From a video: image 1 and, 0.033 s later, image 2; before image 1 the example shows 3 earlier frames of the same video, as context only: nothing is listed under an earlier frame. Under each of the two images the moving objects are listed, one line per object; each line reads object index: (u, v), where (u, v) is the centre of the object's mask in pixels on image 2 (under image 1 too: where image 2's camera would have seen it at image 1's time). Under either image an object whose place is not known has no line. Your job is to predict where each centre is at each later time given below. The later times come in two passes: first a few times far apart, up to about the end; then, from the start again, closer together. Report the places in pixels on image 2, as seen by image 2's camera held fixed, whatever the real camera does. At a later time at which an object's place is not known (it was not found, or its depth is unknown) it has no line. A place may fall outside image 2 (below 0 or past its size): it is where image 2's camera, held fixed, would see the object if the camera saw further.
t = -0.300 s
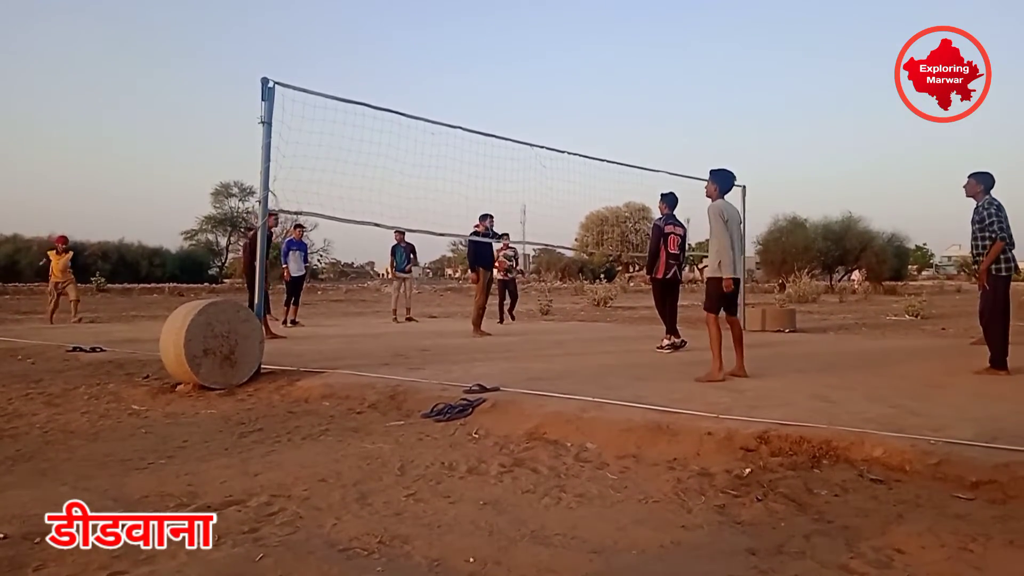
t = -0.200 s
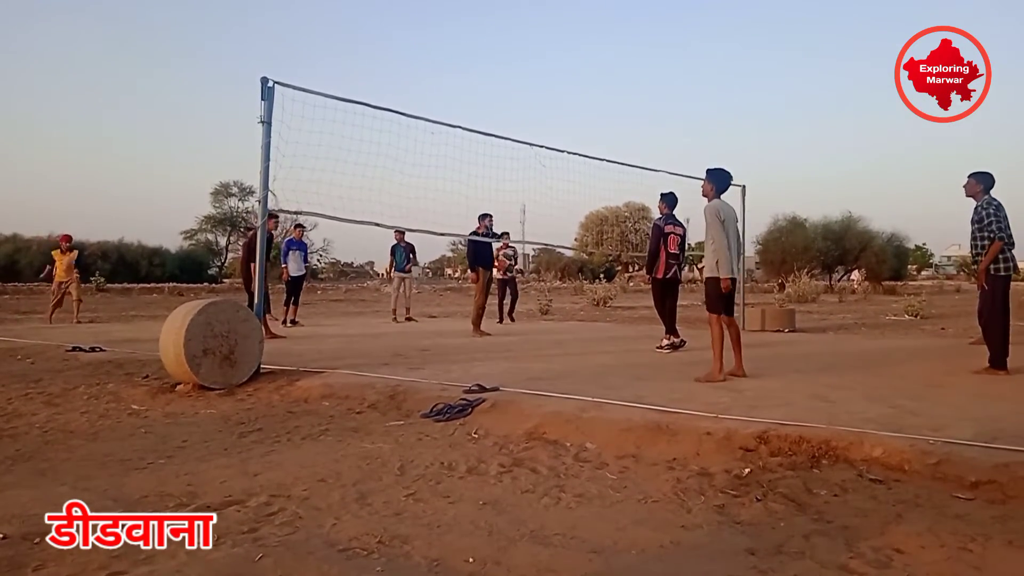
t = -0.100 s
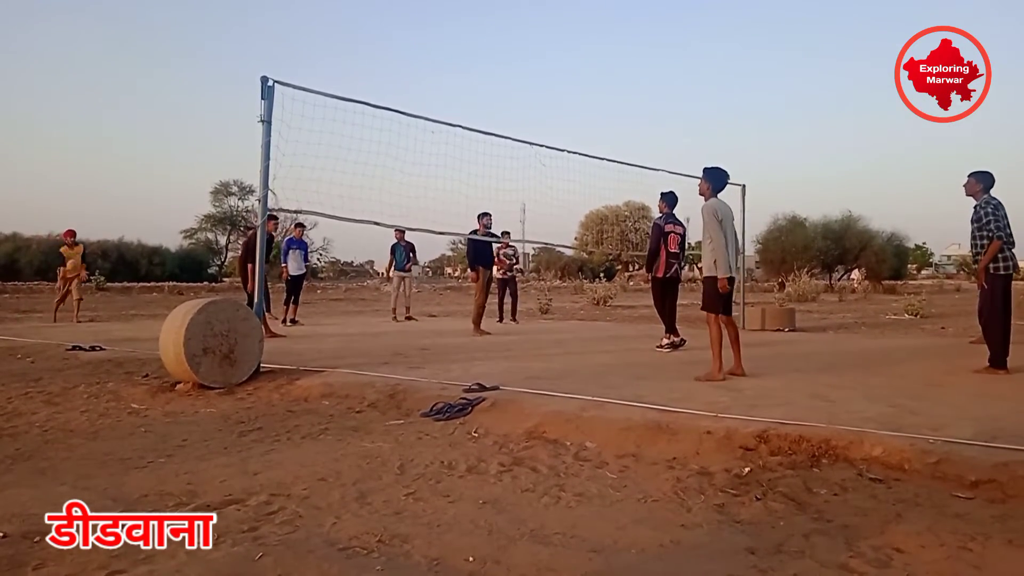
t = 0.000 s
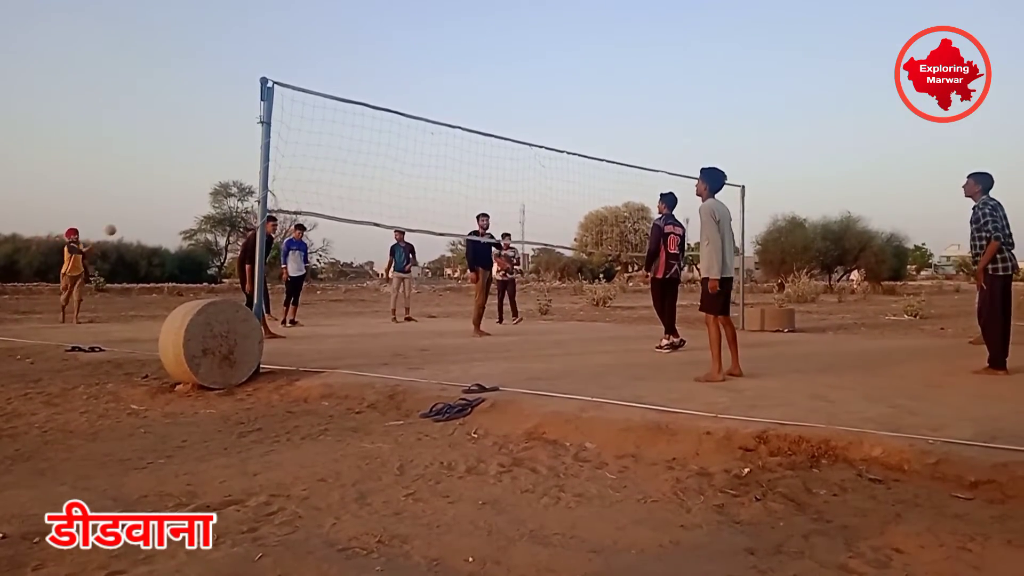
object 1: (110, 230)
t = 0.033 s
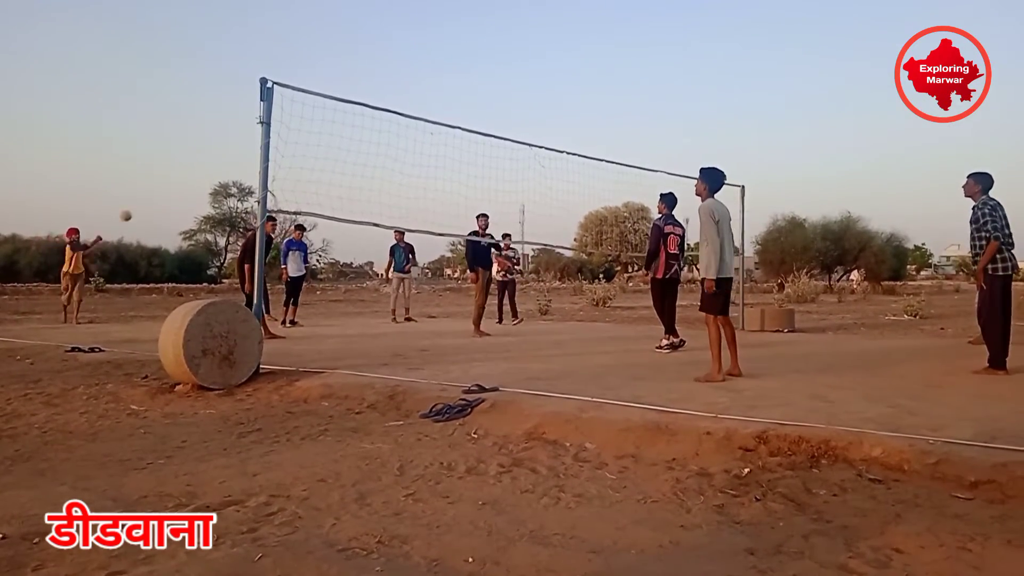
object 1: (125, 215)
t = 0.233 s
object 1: (226, 139)
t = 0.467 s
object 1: (359, 74)
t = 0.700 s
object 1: (510, 44)
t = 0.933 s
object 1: (686, 54)
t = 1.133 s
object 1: (862, 105)
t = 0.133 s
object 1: (175, 175)
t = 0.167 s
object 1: (192, 163)
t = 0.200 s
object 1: (209, 150)
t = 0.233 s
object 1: (226, 139)
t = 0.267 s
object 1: (245, 128)
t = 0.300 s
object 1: (259, 117)
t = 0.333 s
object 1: (281, 107)
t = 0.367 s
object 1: (300, 99)
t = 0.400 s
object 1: (320, 89)
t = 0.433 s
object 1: (339, 82)
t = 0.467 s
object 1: (359, 74)
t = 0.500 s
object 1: (379, 68)
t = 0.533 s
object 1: (400, 62)
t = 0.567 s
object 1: (421, 57)
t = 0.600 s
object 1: (443, 53)
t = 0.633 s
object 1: (465, 49)
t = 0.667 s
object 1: (487, 45)
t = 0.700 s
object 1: (510, 44)
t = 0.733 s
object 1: (534, 43)
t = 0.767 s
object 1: (558, 42)
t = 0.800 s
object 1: (583, 43)
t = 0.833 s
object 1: (608, 44)
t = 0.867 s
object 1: (633, 47)
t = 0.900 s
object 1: (660, 50)
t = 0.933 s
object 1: (686, 54)
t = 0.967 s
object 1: (714, 60)
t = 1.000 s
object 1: (742, 67)
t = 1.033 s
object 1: (771, 74)
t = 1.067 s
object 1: (801, 83)
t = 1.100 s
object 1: (831, 93)
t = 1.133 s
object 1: (862, 105)
